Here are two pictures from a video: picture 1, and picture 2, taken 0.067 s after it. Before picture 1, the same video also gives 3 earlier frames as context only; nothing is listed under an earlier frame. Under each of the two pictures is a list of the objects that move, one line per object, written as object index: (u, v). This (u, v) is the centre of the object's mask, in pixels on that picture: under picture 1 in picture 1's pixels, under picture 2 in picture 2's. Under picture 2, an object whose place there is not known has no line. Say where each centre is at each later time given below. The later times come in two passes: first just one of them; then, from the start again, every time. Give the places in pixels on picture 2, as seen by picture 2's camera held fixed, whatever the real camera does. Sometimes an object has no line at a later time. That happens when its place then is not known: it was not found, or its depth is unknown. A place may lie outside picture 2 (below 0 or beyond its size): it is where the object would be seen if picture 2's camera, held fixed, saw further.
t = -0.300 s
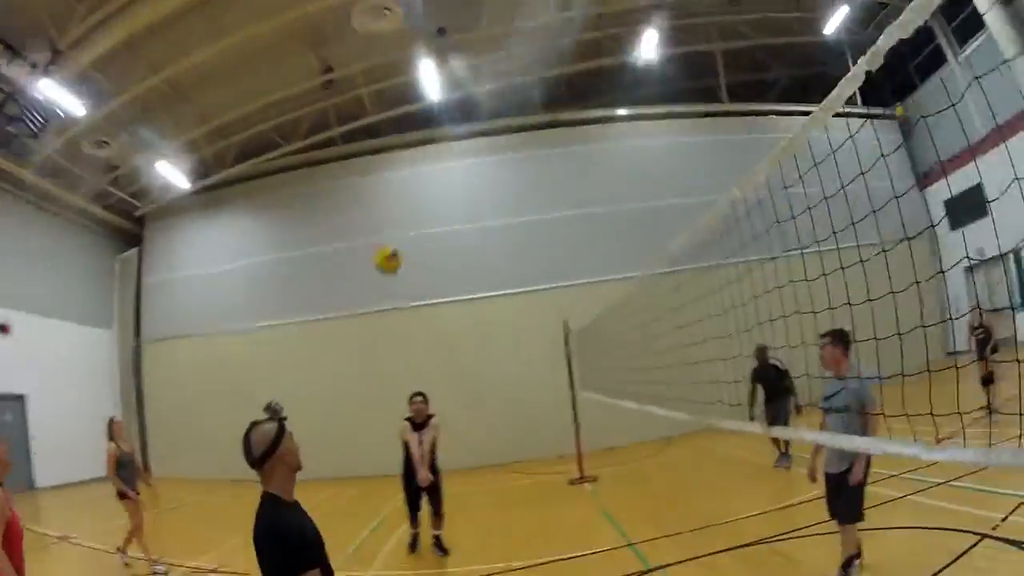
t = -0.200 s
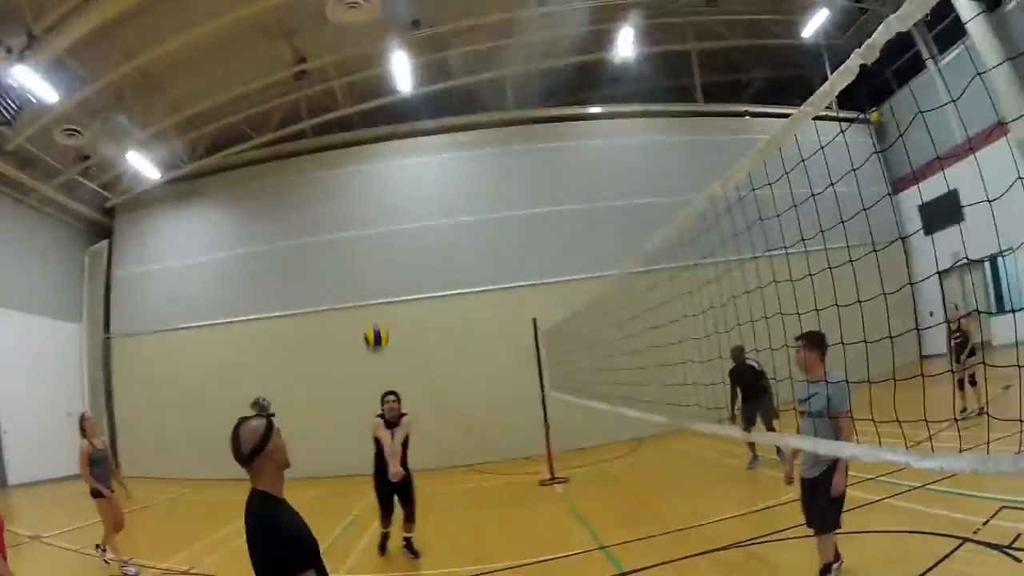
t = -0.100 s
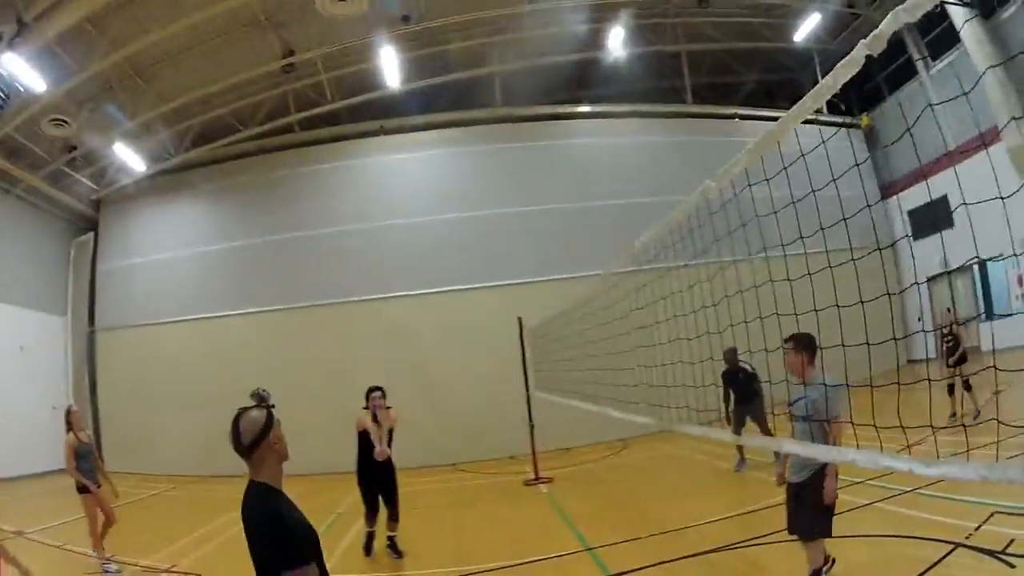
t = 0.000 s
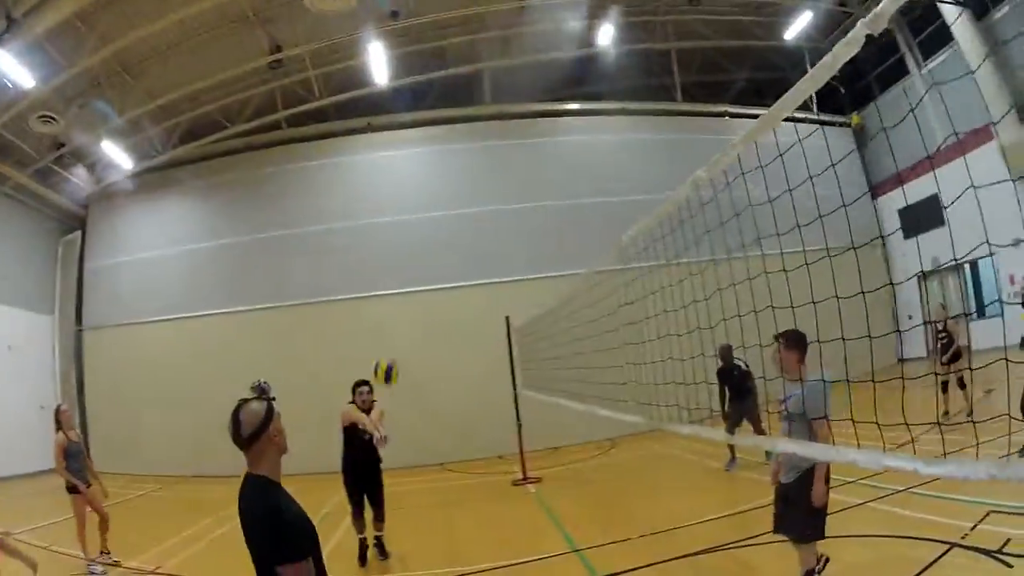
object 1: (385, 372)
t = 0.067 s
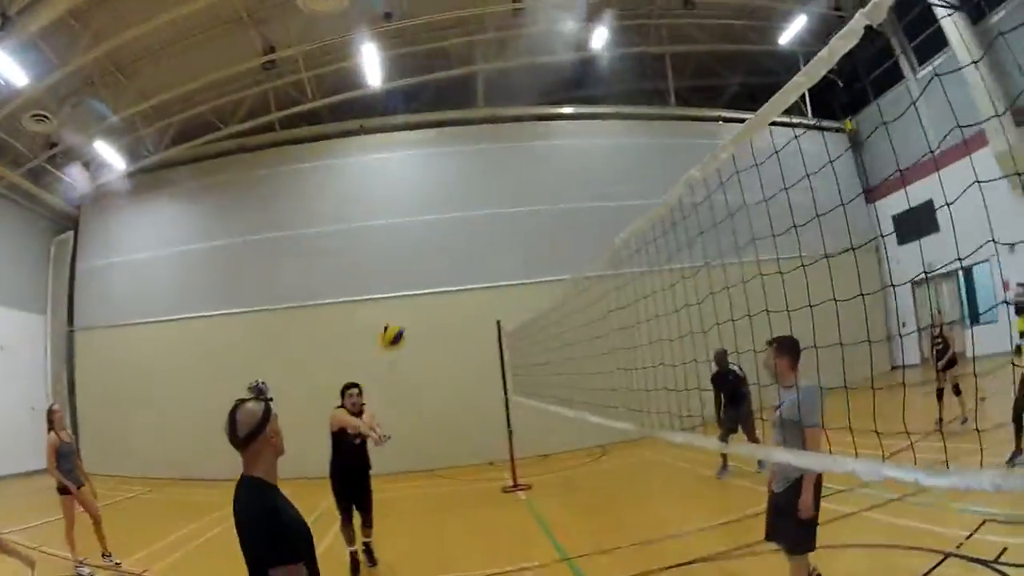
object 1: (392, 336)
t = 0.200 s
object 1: (421, 268)
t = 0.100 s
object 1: (399, 317)
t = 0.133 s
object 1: (406, 300)
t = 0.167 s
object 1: (415, 283)
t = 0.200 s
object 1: (421, 268)
